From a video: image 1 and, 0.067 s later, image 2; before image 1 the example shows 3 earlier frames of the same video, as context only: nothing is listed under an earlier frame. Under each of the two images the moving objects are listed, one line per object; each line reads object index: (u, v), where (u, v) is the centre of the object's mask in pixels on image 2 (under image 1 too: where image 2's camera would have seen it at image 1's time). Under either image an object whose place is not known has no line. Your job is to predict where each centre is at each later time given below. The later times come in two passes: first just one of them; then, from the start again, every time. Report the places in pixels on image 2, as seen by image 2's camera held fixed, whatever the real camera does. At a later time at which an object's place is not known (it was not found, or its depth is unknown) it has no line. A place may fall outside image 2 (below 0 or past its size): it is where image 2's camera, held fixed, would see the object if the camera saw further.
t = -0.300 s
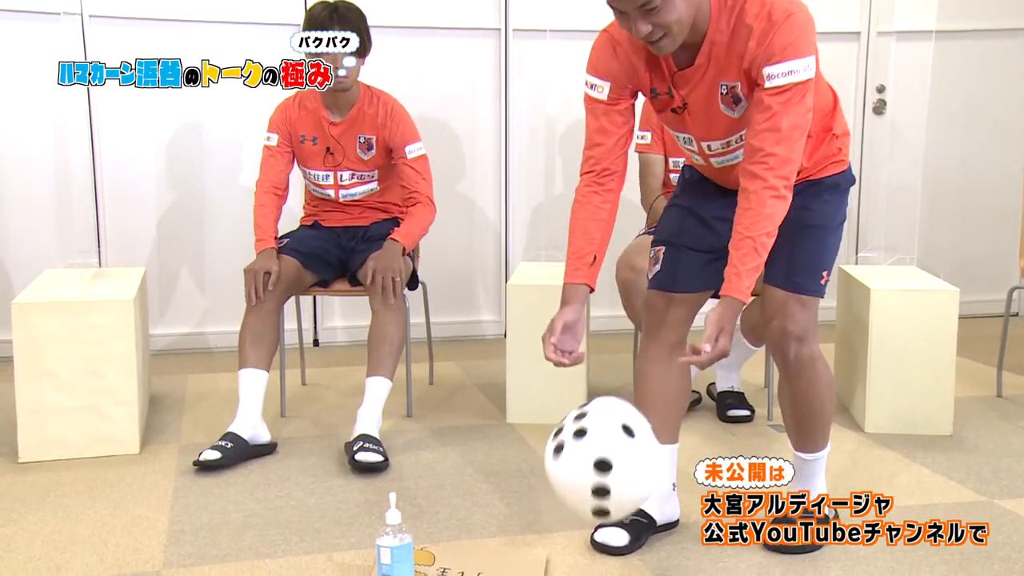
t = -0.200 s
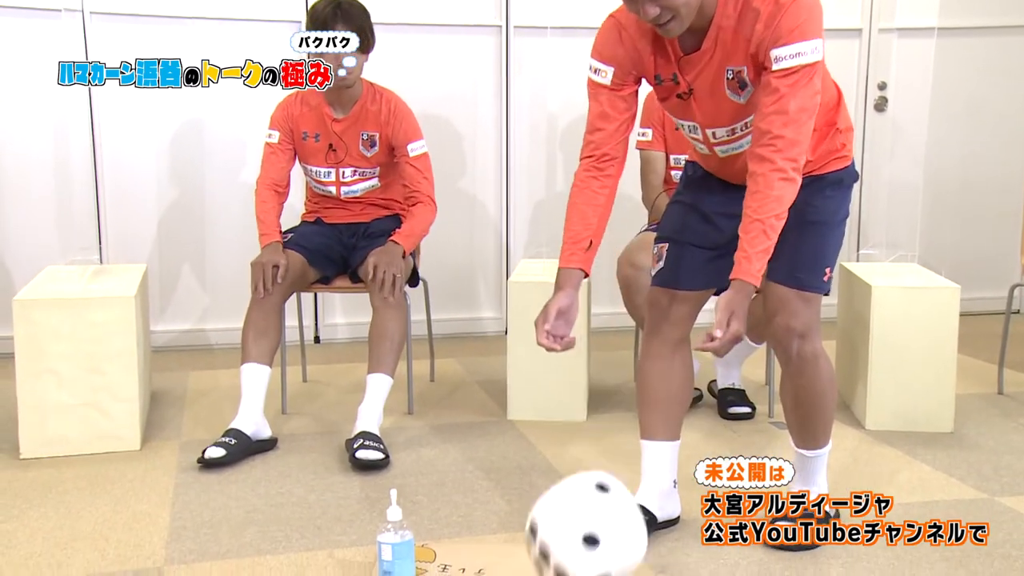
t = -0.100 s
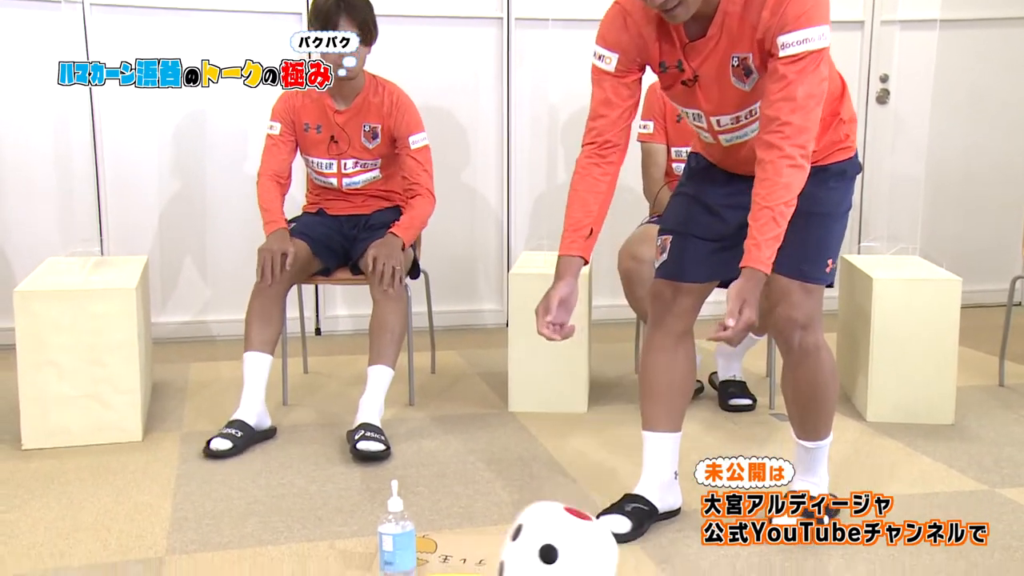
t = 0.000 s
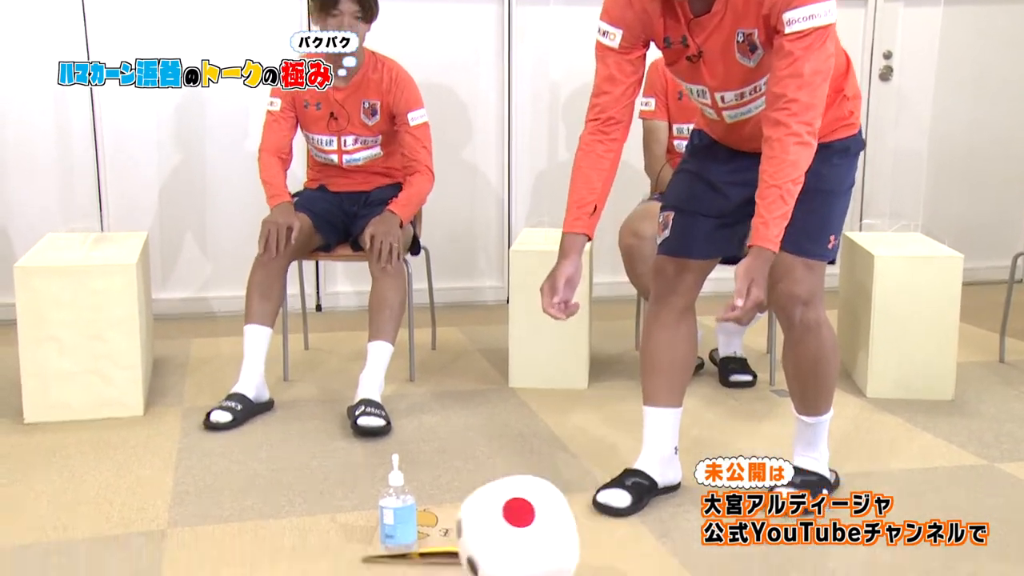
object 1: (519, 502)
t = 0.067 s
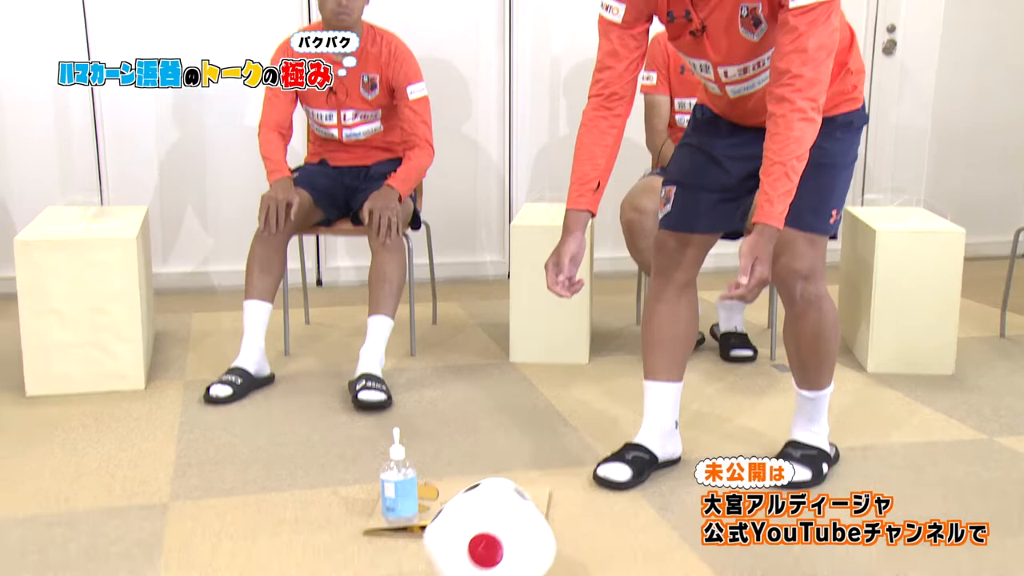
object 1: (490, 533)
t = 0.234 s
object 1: (414, 593)
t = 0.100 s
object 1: (476, 552)
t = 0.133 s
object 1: (461, 561)
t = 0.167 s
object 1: (447, 567)
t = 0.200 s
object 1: (431, 578)
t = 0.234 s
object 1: (414, 593)
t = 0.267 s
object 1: (397, 601)
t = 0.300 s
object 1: (381, 606)
